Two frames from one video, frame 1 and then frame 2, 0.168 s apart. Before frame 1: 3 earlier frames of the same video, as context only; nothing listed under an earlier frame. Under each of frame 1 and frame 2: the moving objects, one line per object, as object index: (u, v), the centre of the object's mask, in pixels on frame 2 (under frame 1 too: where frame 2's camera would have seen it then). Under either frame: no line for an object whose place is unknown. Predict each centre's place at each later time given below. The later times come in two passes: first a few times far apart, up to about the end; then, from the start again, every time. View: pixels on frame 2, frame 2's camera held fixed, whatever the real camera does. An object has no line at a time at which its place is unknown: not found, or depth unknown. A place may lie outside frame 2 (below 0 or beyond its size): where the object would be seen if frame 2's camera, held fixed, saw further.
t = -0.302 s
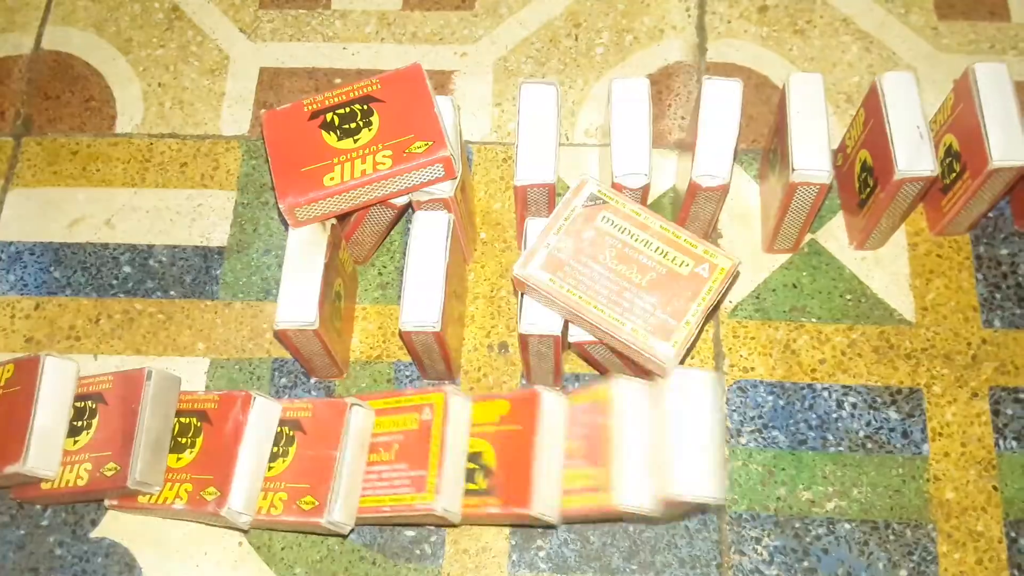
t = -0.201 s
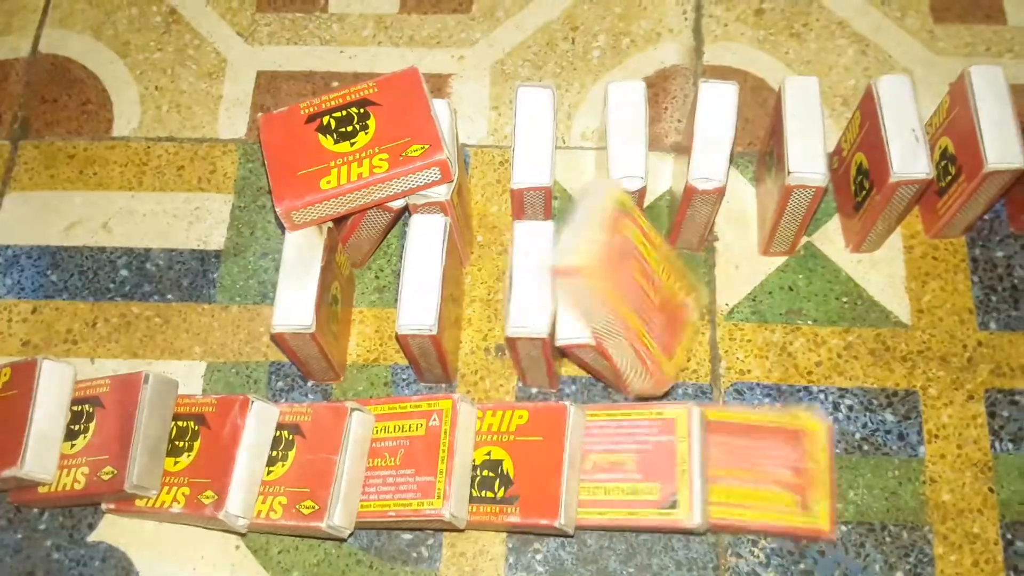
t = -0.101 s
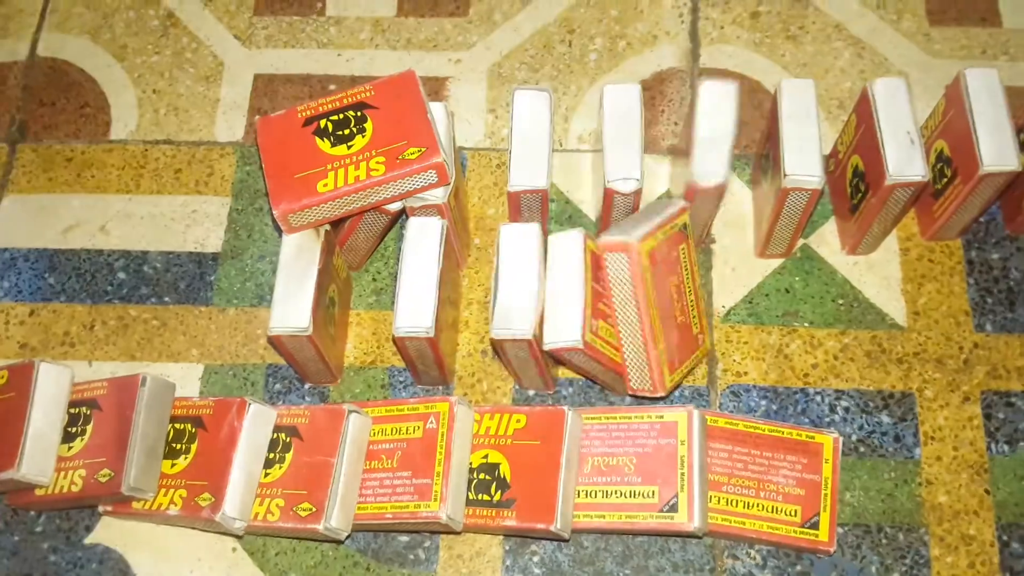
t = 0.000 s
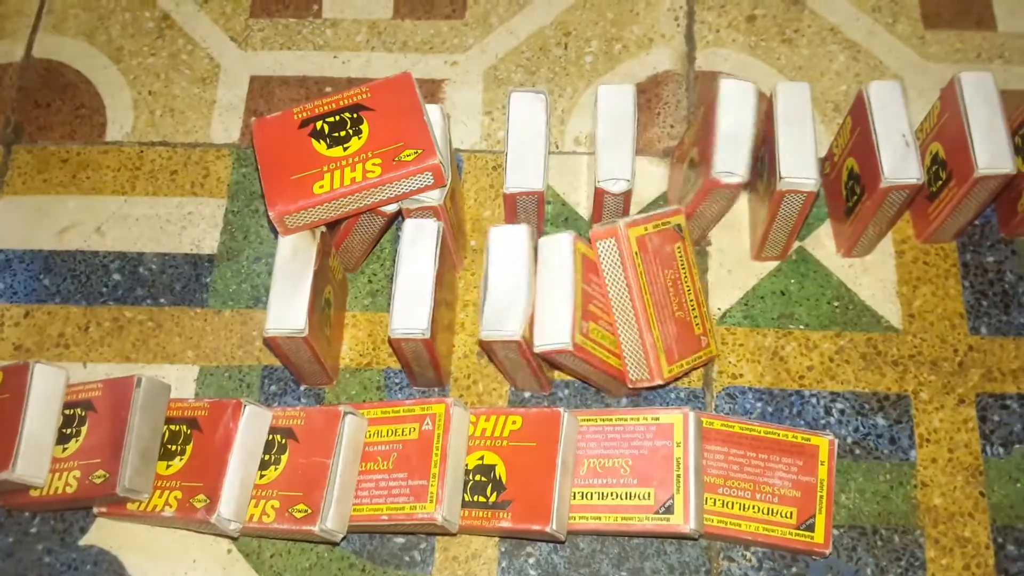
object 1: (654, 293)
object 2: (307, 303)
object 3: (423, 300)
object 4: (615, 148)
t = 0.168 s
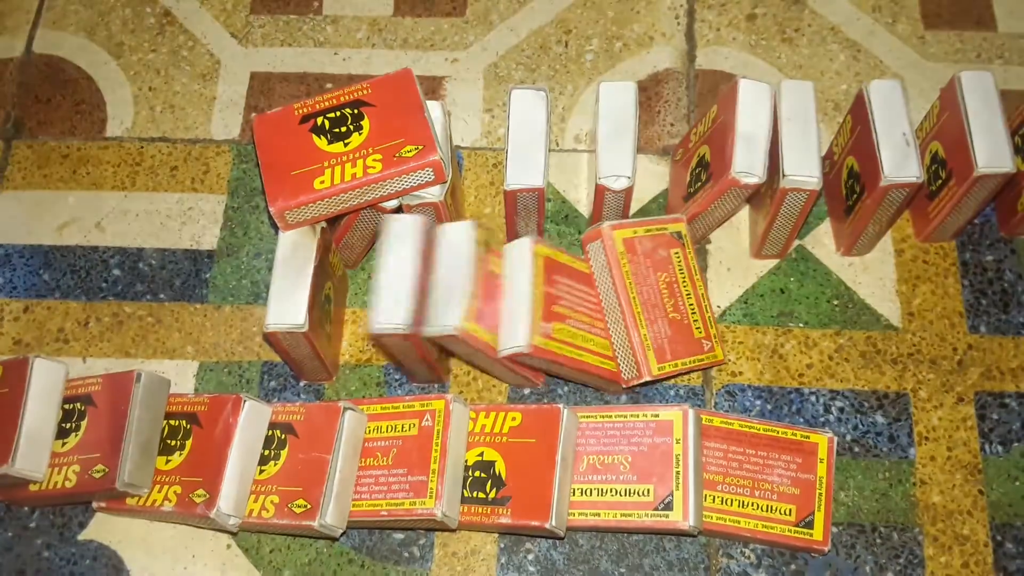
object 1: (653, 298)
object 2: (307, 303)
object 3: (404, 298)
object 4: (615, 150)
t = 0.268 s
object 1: (649, 302)
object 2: (276, 301)
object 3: (348, 299)
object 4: (614, 153)
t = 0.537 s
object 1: (651, 304)
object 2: (197, 320)
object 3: (312, 309)
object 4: (626, 150)
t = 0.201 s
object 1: (651, 300)
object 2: (306, 303)
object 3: (385, 297)
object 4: (615, 151)
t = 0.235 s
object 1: (650, 302)
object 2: (296, 307)
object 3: (360, 296)
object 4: (614, 152)
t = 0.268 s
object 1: (649, 302)
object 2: (276, 301)
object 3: (348, 299)
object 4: (614, 153)
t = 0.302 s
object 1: (649, 303)
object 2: (254, 298)
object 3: (338, 300)
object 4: (614, 153)
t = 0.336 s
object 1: (649, 304)
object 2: (232, 299)
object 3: (328, 304)
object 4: (614, 153)
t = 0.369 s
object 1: (650, 303)
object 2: (207, 306)
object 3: (320, 309)
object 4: (615, 153)
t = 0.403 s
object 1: (650, 303)
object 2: (198, 322)
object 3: (314, 309)
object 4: (616, 153)
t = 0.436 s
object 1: (650, 303)
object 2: (198, 320)
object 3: (311, 308)
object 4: (615, 153)
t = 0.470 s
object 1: (650, 303)
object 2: (197, 320)
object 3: (311, 309)
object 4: (615, 153)
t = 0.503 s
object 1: (650, 303)
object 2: (197, 320)
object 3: (311, 309)
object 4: (615, 153)
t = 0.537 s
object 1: (651, 304)
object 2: (197, 320)
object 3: (312, 309)
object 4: (626, 150)
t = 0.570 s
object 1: (653, 306)
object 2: (197, 320)
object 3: (312, 309)
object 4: (653, 151)
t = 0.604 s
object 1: (654, 307)
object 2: (197, 320)
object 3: (311, 309)
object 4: (680, 155)
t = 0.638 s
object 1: (655, 307)
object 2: (197, 320)
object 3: (311, 309)
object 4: (690, 156)
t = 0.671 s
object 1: (657, 307)
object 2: (197, 320)
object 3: (311, 309)
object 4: (699, 156)
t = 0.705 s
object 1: (659, 307)
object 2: (197, 320)
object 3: (311, 309)
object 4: (706, 159)
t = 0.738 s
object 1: (660, 308)
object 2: (197, 320)
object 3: (312, 309)
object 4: (711, 163)
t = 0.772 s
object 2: (197, 320)
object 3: (312, 309)
